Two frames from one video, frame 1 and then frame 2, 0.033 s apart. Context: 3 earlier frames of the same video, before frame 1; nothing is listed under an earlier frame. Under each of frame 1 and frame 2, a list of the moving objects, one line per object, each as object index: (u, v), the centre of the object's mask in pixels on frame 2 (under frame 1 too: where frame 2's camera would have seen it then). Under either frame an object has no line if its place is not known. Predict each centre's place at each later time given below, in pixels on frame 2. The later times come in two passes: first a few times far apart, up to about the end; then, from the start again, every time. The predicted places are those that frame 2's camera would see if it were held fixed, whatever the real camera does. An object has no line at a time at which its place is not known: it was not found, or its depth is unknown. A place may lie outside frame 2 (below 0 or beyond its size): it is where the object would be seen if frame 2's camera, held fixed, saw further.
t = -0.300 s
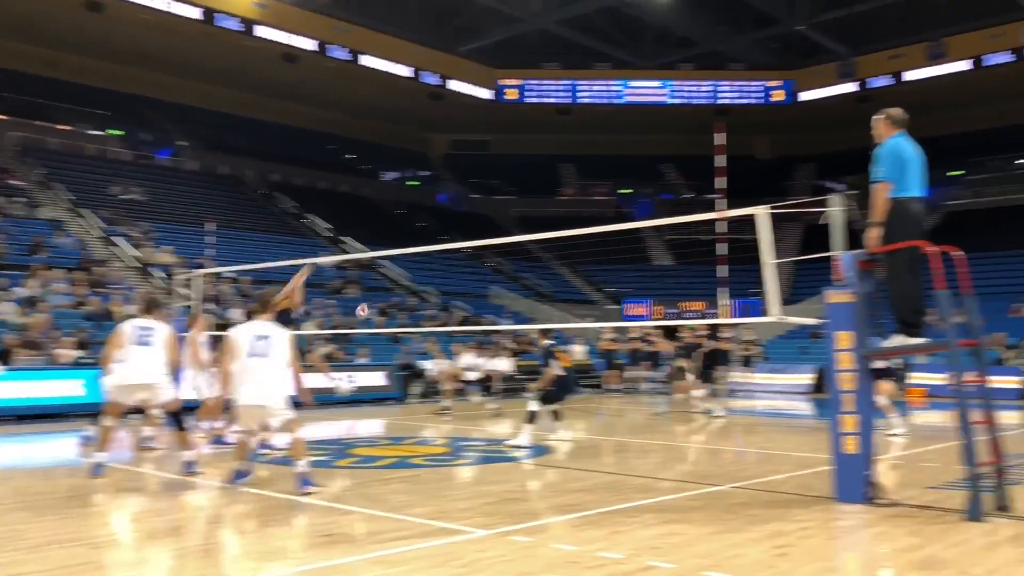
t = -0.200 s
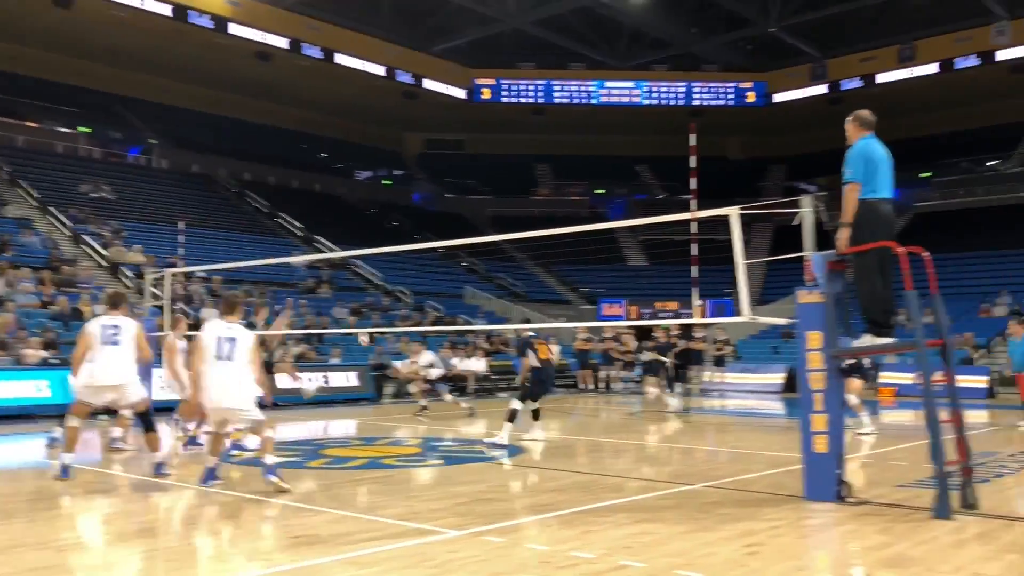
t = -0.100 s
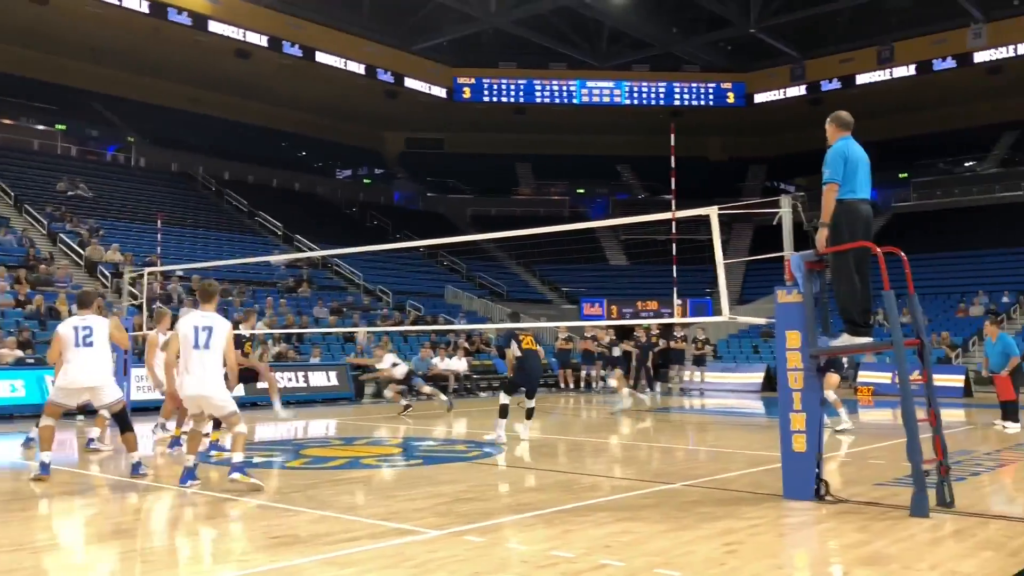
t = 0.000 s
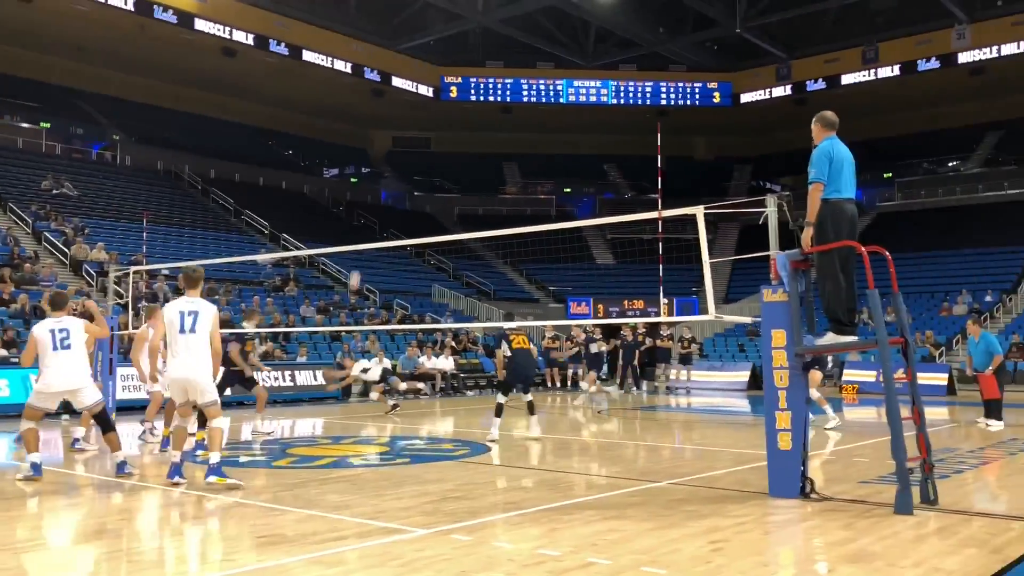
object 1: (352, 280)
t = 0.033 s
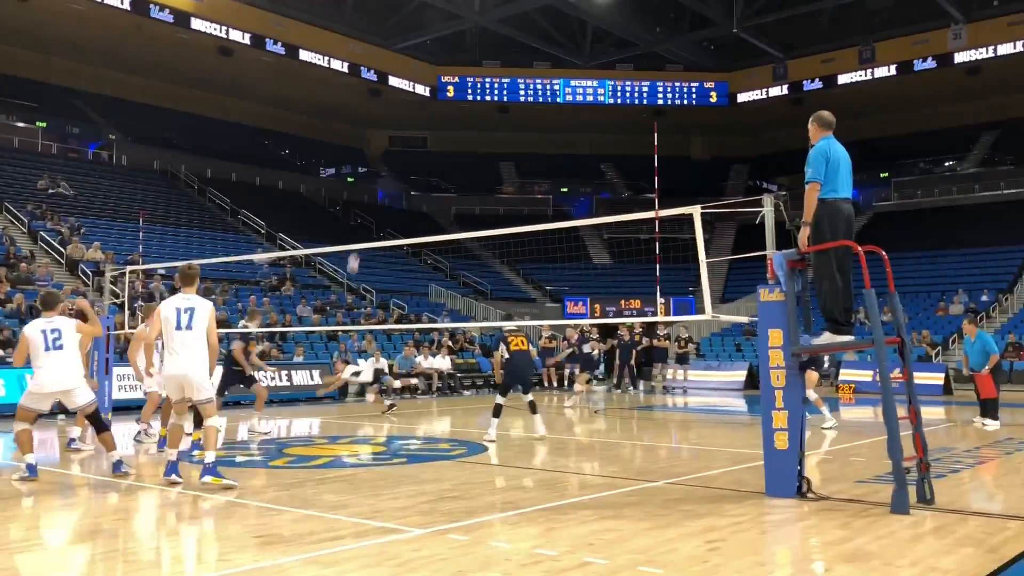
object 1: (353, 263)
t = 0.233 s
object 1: (364, 179)
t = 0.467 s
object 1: (381, 112)
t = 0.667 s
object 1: (396, 77)
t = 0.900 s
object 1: (412, 64)
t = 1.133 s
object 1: (428, 80)
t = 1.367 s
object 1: (444, 123)
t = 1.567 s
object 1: (458, 180)
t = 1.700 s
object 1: (466, 224)
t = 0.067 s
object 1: (354, 248)
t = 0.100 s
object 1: (356, 233)
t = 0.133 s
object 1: (358, 218)
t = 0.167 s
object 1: (360, 204)
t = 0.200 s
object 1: (362, 191)
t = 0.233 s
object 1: (364, 179)
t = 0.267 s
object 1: (366, 168)
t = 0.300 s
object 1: (369, 156)
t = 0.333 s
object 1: (371, 145)
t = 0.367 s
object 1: (374, 136)
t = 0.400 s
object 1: (376, 127)
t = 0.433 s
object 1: (379, 119)
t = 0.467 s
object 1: (381, 112)
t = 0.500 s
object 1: (384, 104)
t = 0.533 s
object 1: (386, 98)
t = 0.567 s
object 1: (388, 92)
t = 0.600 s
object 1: (390, 88)
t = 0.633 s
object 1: (393, 82)
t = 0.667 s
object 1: (396, 77)
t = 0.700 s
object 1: (398, 73)
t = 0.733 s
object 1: (400, 71)
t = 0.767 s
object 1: (402, 68)
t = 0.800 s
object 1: (405, 67)
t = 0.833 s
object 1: (407, 65)
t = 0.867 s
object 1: (409, 64)
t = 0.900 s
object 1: (412, 64)
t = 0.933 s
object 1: (414, 65)
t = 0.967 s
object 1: (416, 66)
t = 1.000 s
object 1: (419, 68)
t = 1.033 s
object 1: (421, 70)
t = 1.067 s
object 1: (423, 73)
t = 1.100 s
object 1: (426, 76)
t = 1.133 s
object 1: (428, 80)
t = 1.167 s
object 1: (430, 84)
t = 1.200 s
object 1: (433, 89)
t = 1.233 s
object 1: (435, 95)
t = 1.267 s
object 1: (437, 101)
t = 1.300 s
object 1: (440, 108)
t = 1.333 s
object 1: (442, 115)
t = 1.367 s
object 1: (444, 123)
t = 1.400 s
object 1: (447, 131)
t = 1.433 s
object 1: (449, 140)
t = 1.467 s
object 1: (451, 149)
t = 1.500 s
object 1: (453, 159)
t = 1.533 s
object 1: (456, 169)
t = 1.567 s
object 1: (458, 180)
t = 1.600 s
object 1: (460, 191)
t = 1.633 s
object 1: (462, 203)
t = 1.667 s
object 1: (464, 215)
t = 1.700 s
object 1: (466, 224)
